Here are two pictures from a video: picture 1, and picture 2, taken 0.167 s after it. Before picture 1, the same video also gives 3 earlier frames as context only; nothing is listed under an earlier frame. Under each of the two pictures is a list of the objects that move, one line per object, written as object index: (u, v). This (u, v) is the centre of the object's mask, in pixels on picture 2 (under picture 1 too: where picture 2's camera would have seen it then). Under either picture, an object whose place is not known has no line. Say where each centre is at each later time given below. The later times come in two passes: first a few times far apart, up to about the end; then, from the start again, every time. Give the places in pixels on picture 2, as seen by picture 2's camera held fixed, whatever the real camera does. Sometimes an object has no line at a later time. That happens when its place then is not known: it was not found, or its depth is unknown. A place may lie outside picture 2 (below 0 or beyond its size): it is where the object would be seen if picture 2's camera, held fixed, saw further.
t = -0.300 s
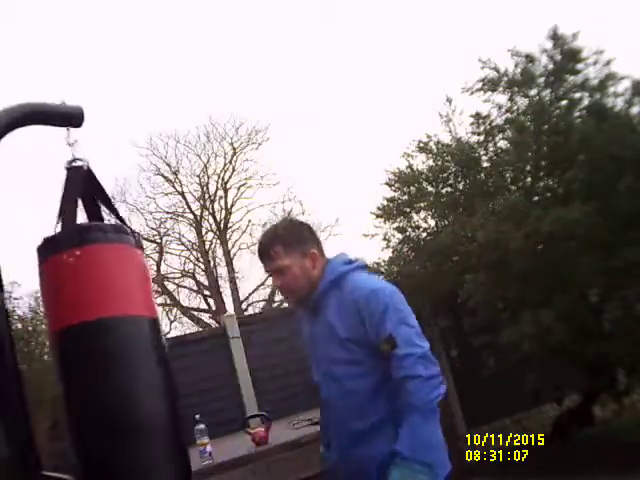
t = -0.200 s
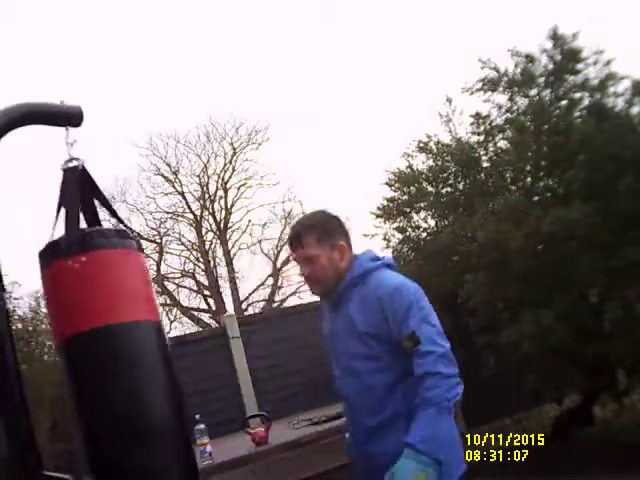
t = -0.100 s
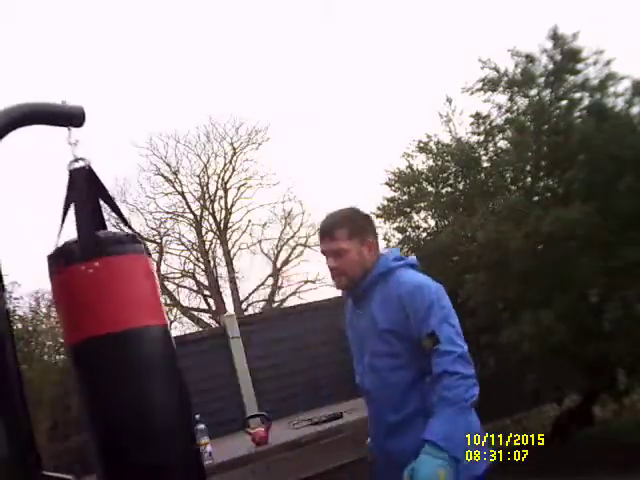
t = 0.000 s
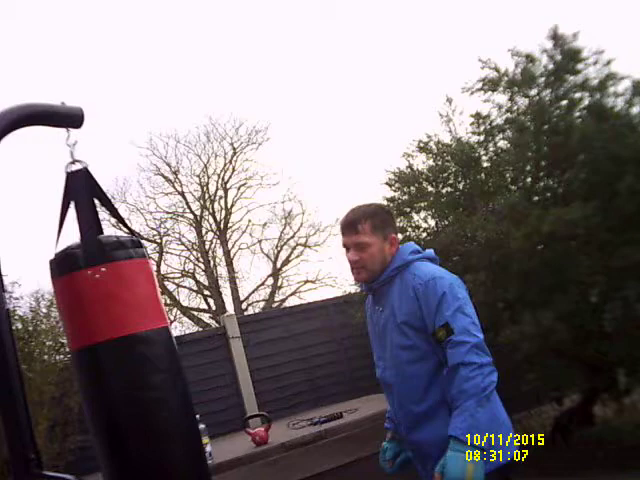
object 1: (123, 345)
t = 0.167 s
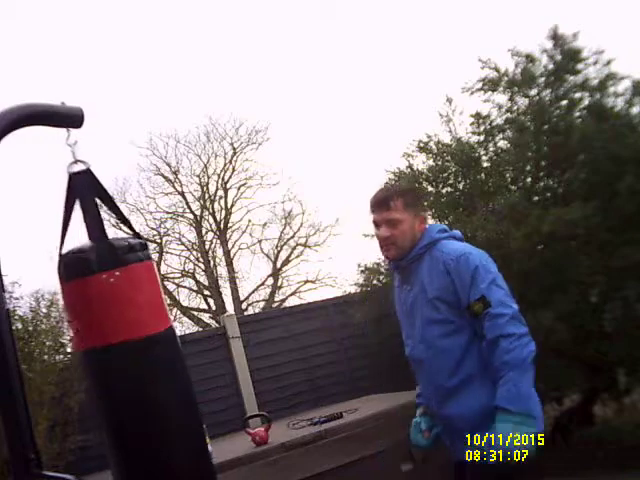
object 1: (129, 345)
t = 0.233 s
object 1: (128, 341)
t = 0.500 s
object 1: (128, 341)
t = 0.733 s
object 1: (121, 342)
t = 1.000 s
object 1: (108, 344)
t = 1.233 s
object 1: (100, 343)
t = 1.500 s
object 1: (106, 338)
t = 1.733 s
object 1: (123, 341)
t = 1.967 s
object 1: (135, 342)
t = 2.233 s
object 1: (137, 344)
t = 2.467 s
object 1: (128, 345)
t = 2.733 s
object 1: (113, 345)
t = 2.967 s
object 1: (100, 345)
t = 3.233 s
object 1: (95, 343)
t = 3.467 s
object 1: (101, 342)
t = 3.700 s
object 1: (120, 341)
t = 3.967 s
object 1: (138, 342)
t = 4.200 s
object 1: (143, 343)
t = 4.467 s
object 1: (133, 344)
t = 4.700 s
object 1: (118, 346)
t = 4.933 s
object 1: (102, 347)
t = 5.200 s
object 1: (91, 345)
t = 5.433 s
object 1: (92, 345)
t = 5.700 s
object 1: (107, 344)
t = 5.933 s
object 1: (127, 342)
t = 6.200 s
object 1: (141, 343)
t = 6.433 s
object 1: (140, 341)
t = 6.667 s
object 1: (130, 341)
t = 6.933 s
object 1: (111, 341)
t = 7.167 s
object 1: (97, 342)
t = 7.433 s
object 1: (90, 342)
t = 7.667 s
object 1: (94, 342)
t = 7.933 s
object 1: (113, 341)
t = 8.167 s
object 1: (130, 340)
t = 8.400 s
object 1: (140, 341)
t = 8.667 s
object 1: (138, 341)
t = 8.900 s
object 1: (125, 341)
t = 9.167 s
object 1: (107, 342)
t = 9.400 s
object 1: (95, 346)
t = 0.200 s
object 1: (128, 341)
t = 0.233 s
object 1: (128, 341)
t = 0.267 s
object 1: (128, 341)
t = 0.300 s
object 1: (129, 341)
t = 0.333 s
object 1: (129, 341)
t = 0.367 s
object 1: (129, 341)
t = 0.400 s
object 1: (129, 341)
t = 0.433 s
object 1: (128, 341)
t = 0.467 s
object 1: (128, 341)
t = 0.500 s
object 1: (128, 341)
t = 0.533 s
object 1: (127, 340)
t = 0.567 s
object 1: (126, 340)
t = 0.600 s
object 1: (125, 341)
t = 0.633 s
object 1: (123, 341)
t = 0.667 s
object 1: (122, 342)
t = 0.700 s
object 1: (121, 342)
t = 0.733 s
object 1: (121, 342)
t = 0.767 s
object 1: (119, 342)
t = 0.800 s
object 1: (118, 343)
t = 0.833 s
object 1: (116, 343)
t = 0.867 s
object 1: (115, 343)
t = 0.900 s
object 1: (114, 343)
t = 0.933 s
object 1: (112, 343)
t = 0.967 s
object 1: (111, 342)
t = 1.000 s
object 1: (108, 344)
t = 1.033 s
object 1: (107, 344)
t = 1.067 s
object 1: (106, 343)
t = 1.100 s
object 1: (104, 343)
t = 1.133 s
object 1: (104, 341)
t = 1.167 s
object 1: (102, 343)
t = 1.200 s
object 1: (101, 342)
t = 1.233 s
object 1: (100, 343)
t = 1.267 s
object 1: (99, 342)
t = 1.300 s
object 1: (98, 342)
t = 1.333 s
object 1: (98, 342)
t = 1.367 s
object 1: (100, 342)
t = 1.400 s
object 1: (101, 341)
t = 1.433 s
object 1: (102, 340)
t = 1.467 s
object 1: (104, 339)
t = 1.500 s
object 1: (106, 338)
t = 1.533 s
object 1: (108, 338)
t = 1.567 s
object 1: (110, 338)
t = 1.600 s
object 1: (114, 338)
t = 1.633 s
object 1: (117, 339)
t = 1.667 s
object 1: (119, 340)
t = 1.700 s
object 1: (122, 340)
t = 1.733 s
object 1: (123, 341)
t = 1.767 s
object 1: (125, 341)
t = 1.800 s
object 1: (127, 340)
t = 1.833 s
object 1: (129, 340)
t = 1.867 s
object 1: (131, 339)
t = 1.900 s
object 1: (133, 340)
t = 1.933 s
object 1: (134, 341)
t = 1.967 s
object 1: (135, 342)
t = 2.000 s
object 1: (136, 342)
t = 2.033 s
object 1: (137, 343)
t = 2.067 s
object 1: (138, 343)
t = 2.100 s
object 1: (138, 343)
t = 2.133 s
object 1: (138, 343)
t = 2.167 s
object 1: (138, 343)
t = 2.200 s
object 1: (138, 343)
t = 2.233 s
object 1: (137, 344)
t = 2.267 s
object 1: (136, 344)
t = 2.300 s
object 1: (135, 343)
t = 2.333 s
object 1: (134, 343)
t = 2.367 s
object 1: (133, 342)
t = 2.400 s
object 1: (132, 342)
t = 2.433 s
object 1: (130, 342)
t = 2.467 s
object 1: (128, 345)
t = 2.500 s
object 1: (126, 344)
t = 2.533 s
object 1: (125, 344)
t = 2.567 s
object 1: (123, 344)
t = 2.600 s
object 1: (121, 344)
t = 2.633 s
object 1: (119, 344)
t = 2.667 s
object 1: (117, 345)
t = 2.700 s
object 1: (115, 345)
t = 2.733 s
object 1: (113, 345)
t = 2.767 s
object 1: (111, 345)
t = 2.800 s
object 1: (109, 344)
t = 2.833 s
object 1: (107, 345)
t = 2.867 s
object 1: (105, 344)
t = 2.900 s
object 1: (104, 345)
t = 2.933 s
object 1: (102, 345)
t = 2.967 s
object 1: (100, 345)
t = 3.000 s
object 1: (98, 346)
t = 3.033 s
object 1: (97, 346)
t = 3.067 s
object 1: (96, 345)
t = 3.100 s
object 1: (96, 345)
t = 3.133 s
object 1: (95, 345)
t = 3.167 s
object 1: (95, 345)
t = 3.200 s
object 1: (94, 344)
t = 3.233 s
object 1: (95, 343)
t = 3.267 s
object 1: (94, 342)
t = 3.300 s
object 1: (94, 342)
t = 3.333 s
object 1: (94, 342)
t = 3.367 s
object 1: (95, 342)
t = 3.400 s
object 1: (97, 342)
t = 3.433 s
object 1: (99, 342)
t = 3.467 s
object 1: (101, 342)
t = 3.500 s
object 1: (104, 342)
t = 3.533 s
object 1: (106, 342)
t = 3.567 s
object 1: (109, 342)
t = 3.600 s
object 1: (111, 342)
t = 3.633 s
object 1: (114, 342)
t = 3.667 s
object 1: (117, 342)
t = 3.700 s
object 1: (120, 341)
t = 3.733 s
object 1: (122, 341)
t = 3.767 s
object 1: (125, 341)
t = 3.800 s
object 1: (128, 341)
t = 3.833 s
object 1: (130, 341)
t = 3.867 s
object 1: (133, 341)
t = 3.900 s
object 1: (135, 341)
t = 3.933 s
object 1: (136, 341)
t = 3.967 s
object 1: (138, 342)
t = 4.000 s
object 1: (139, 342)
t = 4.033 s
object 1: (140, 343)
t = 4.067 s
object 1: (141, 343)
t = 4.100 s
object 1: (141, 343)
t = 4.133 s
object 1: (142, 343)
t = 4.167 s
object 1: (142, 343)
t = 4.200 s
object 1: (143, 343)
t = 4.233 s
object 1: (142, 343)
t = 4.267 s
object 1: (141, 344)
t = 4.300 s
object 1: (140, 346)
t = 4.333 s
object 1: (139, 344)
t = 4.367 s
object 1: (138, 346)
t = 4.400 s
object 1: (137, 346)
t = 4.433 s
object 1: (135, 343)
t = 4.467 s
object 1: (133, 344)
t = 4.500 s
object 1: (131, 343)
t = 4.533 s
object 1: (130, 343)
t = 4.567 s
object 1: (128, 346)
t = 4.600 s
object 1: (125, 346)
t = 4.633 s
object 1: (123, 346)
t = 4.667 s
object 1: (121, 346)
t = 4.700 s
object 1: (118, 346)
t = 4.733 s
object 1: (115, 347)
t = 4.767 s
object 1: (113, 346)
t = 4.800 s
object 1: (110, 347)
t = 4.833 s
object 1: (108, 347)
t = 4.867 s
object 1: (106, 347)
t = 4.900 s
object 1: (104, 347)
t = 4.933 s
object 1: (102, 347)
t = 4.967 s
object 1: (100, 347)
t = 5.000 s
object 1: (98, 348)
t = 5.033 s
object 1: (96, 347)
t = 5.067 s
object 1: (95, 348)
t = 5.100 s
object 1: (93, 345)
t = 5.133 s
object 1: (93, 345)
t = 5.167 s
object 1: (92, 344)
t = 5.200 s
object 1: (91, 345)
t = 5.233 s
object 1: (91, 345)
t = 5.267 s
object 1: (90, 345)
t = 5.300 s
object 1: (90, 344)
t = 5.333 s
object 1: (90, 345)
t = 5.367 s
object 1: (90, 345)
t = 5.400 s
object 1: (91, 345)
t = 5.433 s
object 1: (92, 345)
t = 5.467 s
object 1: (93, 345)
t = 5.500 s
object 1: (95, 344)
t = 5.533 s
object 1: (96, 344)
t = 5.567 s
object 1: (98, 345)
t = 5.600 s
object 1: (100, 344)
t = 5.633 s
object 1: (103, 344)
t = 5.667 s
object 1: (105, 344)
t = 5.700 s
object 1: (107, 344)
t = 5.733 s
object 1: (110, 344)
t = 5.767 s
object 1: (113, 344)
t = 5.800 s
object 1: (116, 343)
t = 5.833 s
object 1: (119, 343)
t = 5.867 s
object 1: (121, 343)
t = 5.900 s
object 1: (124, 343)
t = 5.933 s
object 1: (127, 342)
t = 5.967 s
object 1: (129, 342)
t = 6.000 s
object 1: (132, 342)
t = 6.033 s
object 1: (134, 342)
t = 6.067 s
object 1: (136, 342)
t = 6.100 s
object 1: (138, 342)
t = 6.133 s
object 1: (139, 342)
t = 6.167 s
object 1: (140, 342)
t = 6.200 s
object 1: (141, 343)
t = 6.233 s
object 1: (142, 342)
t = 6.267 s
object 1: (142, 343)
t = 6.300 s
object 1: (141, 340)
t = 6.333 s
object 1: (141, 340)
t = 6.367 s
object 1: (141, 341)
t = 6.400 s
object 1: (140, 341)
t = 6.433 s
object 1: (140, 341)
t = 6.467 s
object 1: (139, 340)
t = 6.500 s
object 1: (138, 340)
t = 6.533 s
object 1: (137, 340)
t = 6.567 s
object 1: (135, 341)
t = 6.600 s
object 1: (133, 341)
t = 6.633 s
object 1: (131, 341)
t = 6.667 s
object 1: (130, 341)
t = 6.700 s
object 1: (128, 341)
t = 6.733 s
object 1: (125, 341)
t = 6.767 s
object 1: (123, 341)
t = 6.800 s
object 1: (120, 341)
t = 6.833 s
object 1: (118, 341)
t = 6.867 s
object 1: (116, 341)
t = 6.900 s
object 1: (113, 341)
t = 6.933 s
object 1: (111, 341)
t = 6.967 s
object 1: (109, 341)
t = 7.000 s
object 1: (106, 342)
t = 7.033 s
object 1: (104, 342)
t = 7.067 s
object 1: (103, 341)
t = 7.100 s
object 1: (101, 341)
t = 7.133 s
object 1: (99, 341)
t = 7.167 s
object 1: (97, 342)
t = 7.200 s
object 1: (96, 342)
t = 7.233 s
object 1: (95, 341)
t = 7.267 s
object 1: (93, 341)
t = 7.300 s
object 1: (92, 341)
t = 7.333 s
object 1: (91, 342)
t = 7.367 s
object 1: (91, 342)
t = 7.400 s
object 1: (90, 342)
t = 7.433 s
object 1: (90, 342)
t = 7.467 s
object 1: (90, 342)
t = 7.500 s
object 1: (90, 342)
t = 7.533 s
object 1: (91, 342)
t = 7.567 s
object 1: (91, 342)
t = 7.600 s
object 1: (93, 345)
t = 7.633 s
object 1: (94, 344)
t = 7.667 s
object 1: (94, 342)
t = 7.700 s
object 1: (96, 341)
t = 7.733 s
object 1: (98, 342)
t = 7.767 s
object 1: (101, 344)
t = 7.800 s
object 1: (103, 343)
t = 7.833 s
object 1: (106, 343)
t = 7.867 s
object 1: (108, 343)
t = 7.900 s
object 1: (110, 341)
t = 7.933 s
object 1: (113, 341)
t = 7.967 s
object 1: (115, 341)
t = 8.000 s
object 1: (118, 341)
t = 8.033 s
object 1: (121, 342)
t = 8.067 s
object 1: (124, 343)
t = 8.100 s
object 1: (126, 341)
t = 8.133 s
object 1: (128, 340)
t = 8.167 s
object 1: (130, 340)
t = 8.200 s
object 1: (133, 341)
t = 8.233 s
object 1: (134, 341)
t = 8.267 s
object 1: (136, 341)
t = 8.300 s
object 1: (138, 341)
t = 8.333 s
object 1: (139, 341)
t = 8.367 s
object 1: (140, 341)
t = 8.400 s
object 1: (140, 341)
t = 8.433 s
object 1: (141, 341)
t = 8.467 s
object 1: (141, 341)
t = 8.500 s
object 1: (141, 341)
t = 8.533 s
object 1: (141, 341)
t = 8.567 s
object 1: (141, 341)
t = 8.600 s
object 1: (140, 341)
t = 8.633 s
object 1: (139, 341)
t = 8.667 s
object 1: (138, 341)
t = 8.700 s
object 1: (136, 341)
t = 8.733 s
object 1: (135, 341)
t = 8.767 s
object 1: (134, 341)
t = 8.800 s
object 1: (132, 341)
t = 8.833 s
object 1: (130, 341)
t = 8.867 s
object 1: (128, 342)
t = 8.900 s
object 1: (125, 341)
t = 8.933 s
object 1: (123, 341)
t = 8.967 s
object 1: (121, 341)
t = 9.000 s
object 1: (119, 341)
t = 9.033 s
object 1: (117, 340)
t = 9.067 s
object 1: (114, 342)
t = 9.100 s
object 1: (111, 342)
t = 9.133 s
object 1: (109, 342)
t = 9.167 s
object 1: (107, 342)
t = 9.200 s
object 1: (105, 341)
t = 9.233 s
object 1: (103, 341)
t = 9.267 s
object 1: (101, 342)
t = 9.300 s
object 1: (100, 345)
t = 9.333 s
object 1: (98, 346)
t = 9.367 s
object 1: (97, 345)
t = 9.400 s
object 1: (95, 346)
